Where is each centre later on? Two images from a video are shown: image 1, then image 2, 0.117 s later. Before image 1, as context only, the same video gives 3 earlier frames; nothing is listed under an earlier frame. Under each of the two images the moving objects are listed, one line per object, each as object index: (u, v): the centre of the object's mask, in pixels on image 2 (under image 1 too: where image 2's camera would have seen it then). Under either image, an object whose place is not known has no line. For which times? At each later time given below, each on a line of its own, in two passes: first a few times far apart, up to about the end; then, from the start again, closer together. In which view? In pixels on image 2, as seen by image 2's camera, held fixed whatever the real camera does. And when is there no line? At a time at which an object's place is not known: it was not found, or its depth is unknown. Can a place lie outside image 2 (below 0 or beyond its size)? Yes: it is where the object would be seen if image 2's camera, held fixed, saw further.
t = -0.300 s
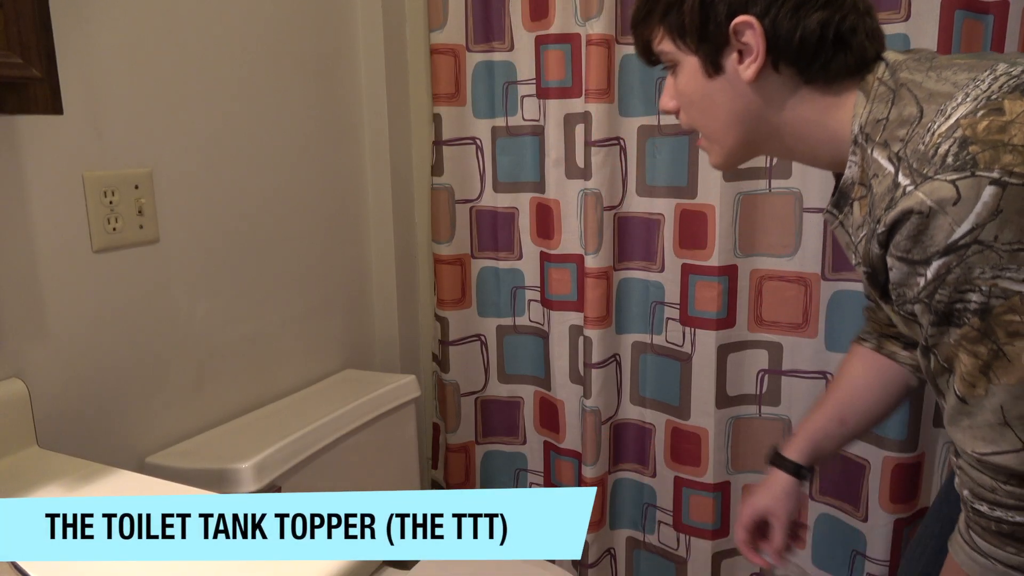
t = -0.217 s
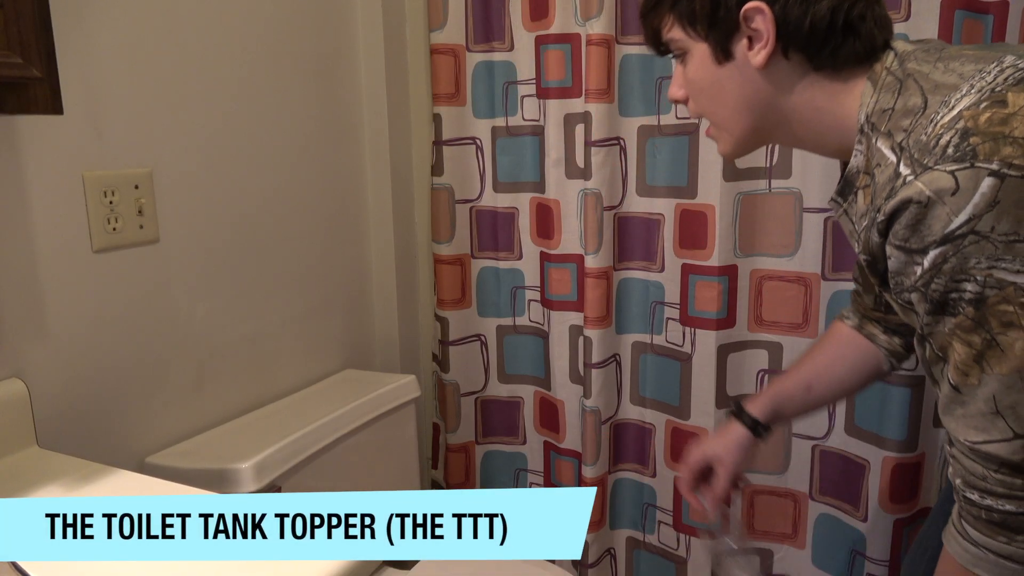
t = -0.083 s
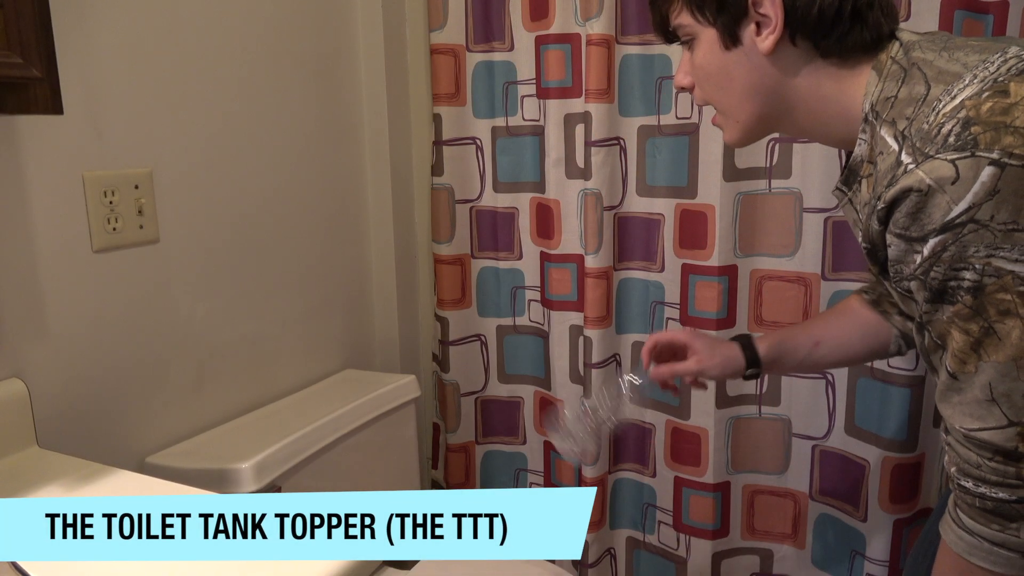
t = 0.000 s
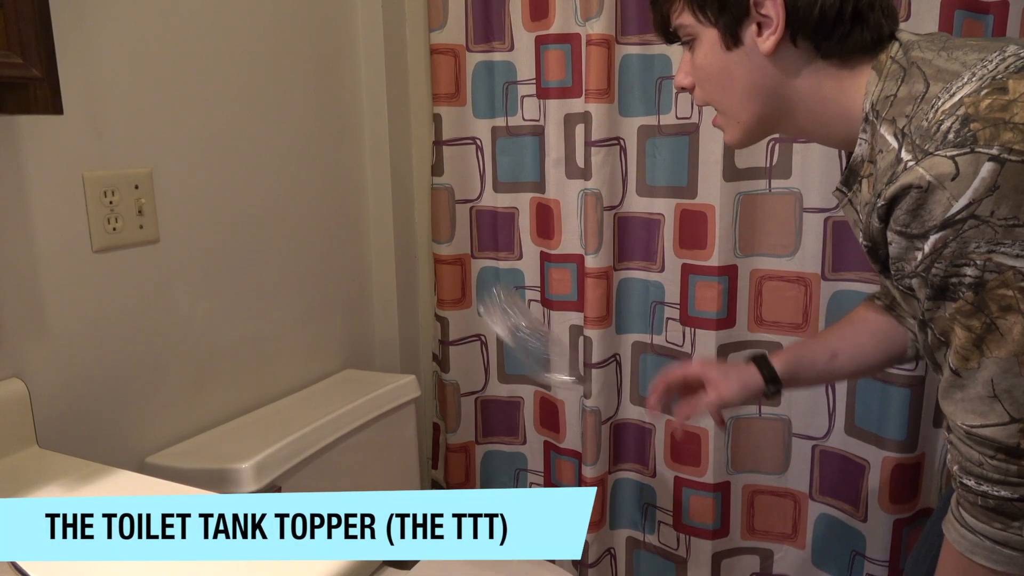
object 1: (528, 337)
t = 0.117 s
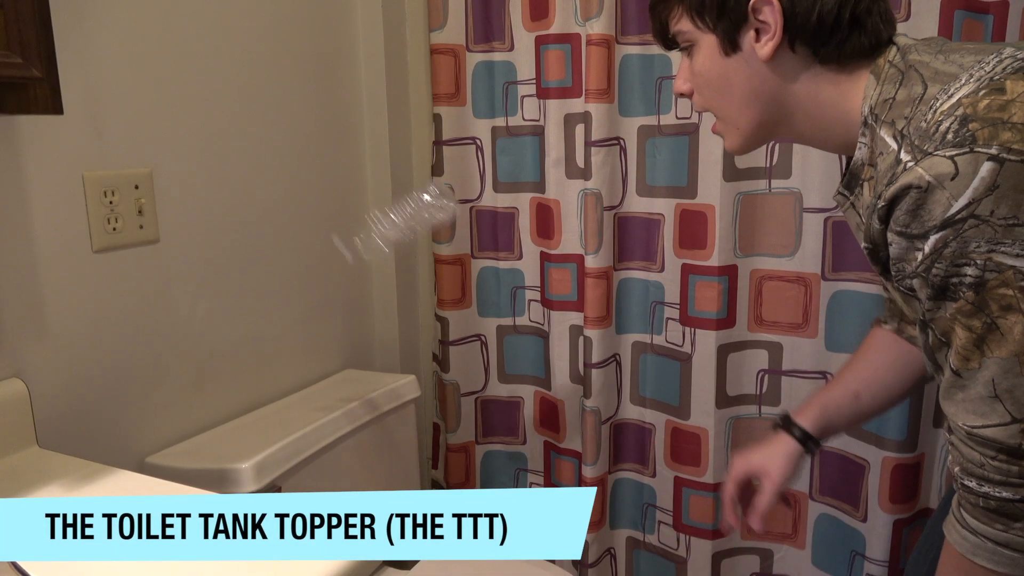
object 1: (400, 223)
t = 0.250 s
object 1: (319, 186)
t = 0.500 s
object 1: (243, 373)
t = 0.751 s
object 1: (281, 373)
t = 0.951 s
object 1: (272, 366)
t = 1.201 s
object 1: (269, 366)
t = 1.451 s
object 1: (270, 365)
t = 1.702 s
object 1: (271, 365)
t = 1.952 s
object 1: (271, 365)
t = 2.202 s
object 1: (271, 365)
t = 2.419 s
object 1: (271, 366)
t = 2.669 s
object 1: (271, 366)
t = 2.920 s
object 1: (271, 366)
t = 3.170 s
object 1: (270, 365)
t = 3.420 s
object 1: (271, 366)
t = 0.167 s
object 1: (366, 190)
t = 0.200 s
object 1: (349, 183)
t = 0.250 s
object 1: (319, 186)
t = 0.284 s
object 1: (299, 196)
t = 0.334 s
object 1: (263, 223)
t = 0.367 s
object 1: (243, 247)
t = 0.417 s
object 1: (236, 323)
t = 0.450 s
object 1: (238, 350)
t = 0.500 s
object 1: (243, 373)
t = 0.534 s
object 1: (248, 374)
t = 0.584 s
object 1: (259, 374)
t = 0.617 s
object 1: (264, 373)
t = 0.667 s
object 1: (272, 375)
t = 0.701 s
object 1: (277, 375)
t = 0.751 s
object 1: (281, 373)
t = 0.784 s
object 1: (282, 372)
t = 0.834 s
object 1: (283, 371)
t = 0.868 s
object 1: (283, 372)
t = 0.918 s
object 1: (281, 370)
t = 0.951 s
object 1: (272, 366)
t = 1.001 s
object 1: (265, 365)
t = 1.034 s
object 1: (269, 366)
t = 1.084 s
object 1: (271, 365)
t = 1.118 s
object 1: (269, 365)
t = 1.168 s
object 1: (269, 365)
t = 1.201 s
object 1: (269, 366)
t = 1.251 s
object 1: (270, 365)
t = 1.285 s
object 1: (271, 365)
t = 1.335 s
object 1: (270, 366)
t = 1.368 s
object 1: (270, 365)
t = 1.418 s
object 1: (270, 365)
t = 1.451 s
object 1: (270, 365)
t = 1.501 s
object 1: (270, 365)
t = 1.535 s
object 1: (271, 365)
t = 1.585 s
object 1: (271, 365)
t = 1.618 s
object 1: (271, 365)
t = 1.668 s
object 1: (271, 365)
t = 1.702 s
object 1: (271, 365)
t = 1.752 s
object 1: (271, 365)
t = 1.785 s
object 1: (271, 365)
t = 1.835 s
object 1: (271, 365)
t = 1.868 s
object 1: (271, 365)
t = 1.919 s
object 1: (271, 365)
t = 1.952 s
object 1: (271, 365)
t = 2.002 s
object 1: (271, 365)
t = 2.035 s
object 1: (271, 365)
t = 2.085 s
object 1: (271, 365)
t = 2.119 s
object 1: (271, 365)
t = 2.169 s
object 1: (271, 365)
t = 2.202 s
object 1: (271, 365)
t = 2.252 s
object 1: (271, 366)
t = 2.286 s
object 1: (271, 366)
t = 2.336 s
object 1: (271, 366)
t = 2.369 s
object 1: (271, 366)
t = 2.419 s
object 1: (271, 366)
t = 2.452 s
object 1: (271, 366)
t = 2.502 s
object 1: (271, 366)
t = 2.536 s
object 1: (271, 366)
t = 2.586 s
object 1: (271, 366)
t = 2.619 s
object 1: (271, 366)
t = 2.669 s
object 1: (271, 366)
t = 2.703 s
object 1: (271, 366)
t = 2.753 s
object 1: (271, 366)
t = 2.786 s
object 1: (271, 366)
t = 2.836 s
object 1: (271, 366)
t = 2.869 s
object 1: (271, 366)
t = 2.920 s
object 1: (271, 366)
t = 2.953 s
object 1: (271, 366)
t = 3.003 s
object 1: (271, 366)
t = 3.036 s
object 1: (271, 366)
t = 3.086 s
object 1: (271, 365)
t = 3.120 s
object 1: (271, 365)
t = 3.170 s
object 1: (270, 365)
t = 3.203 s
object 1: (270, 365)
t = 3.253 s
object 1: (270, 366)
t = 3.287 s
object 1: (270, 366)
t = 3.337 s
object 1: (271, 366)
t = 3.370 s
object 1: (271, 366)
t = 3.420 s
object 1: (271, 366)
